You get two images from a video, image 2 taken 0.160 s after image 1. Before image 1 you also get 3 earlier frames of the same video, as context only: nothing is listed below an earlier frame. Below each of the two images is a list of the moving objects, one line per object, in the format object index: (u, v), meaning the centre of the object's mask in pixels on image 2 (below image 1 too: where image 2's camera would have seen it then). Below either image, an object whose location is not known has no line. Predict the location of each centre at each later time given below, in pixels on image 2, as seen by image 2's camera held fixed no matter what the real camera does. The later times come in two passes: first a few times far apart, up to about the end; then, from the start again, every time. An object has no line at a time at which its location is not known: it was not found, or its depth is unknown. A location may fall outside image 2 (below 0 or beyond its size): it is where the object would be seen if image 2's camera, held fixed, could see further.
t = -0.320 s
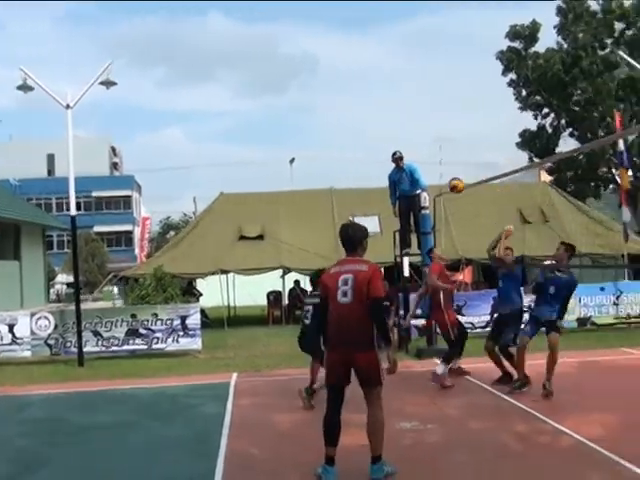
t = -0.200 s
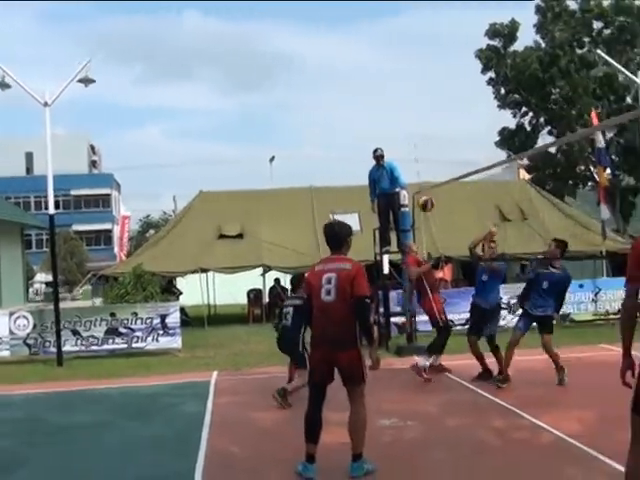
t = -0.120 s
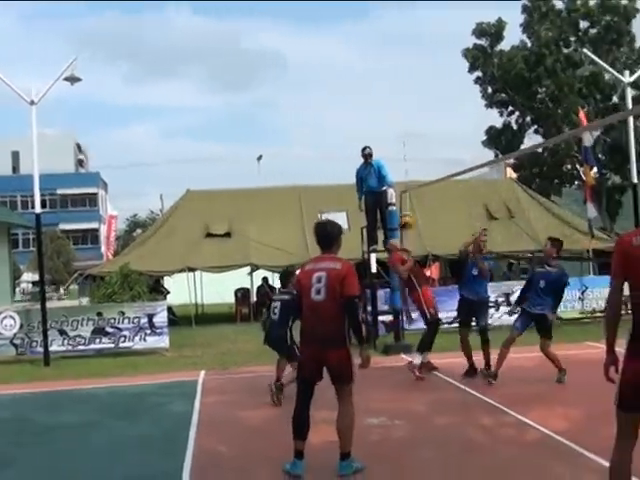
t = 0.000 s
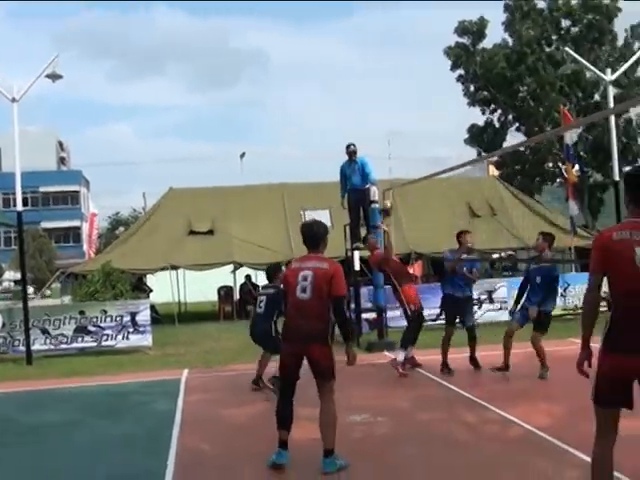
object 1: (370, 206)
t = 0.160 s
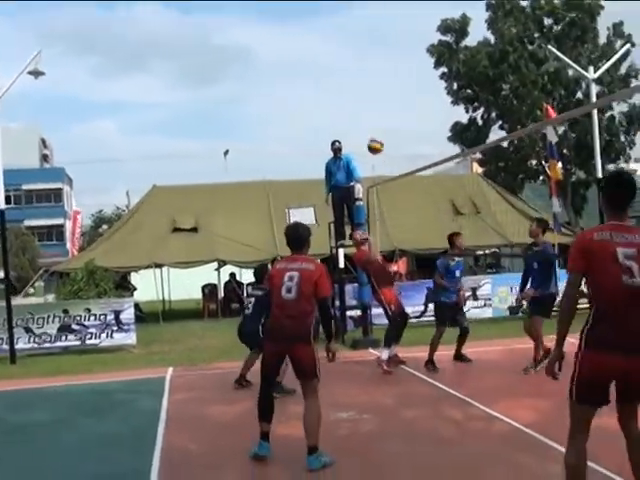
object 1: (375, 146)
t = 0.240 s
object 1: (378, 123)
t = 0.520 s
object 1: (391, 81)
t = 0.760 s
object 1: (406, 91)
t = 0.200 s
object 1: (376, 134)
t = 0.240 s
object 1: (378, 123)
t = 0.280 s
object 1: (380, 113)
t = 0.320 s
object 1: (381, 105)
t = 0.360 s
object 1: (382, 98)
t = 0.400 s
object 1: (384, 92)
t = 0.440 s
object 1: (386, 87)
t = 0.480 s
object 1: (389, 83)
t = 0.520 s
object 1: (391, 81)
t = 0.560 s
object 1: (393, 80)
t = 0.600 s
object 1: (396, 79)
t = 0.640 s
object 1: (398, 80)
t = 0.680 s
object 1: (401, 82)
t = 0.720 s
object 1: (403, 86)
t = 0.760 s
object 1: (406, 91)
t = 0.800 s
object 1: (409, 97)
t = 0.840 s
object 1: (412, 104)
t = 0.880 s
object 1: (415, 113)
